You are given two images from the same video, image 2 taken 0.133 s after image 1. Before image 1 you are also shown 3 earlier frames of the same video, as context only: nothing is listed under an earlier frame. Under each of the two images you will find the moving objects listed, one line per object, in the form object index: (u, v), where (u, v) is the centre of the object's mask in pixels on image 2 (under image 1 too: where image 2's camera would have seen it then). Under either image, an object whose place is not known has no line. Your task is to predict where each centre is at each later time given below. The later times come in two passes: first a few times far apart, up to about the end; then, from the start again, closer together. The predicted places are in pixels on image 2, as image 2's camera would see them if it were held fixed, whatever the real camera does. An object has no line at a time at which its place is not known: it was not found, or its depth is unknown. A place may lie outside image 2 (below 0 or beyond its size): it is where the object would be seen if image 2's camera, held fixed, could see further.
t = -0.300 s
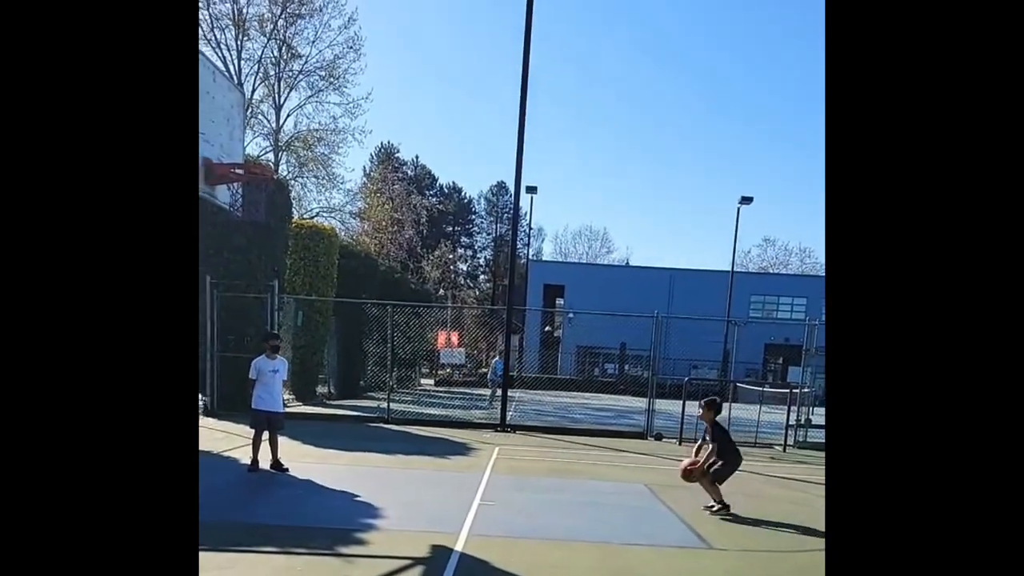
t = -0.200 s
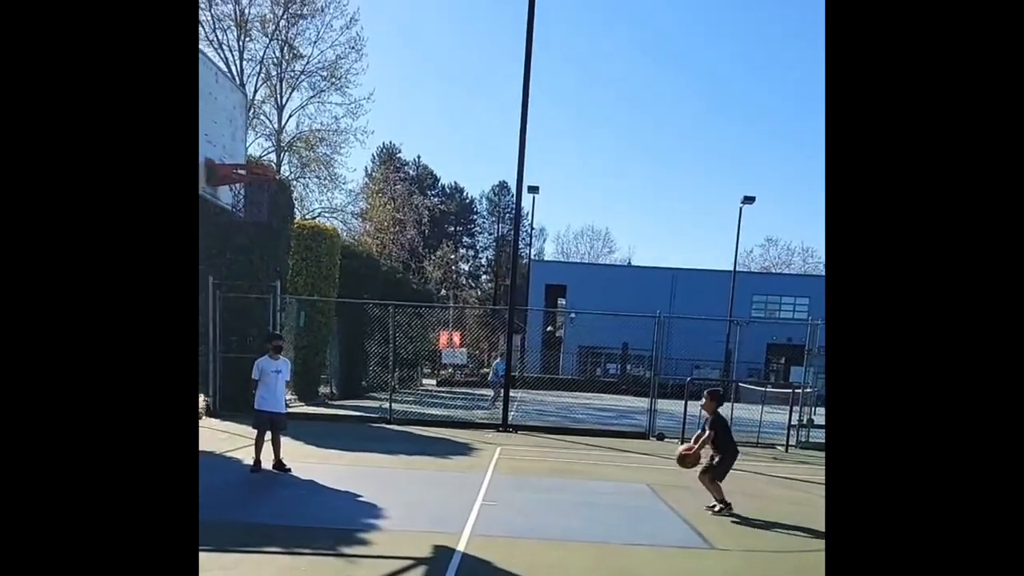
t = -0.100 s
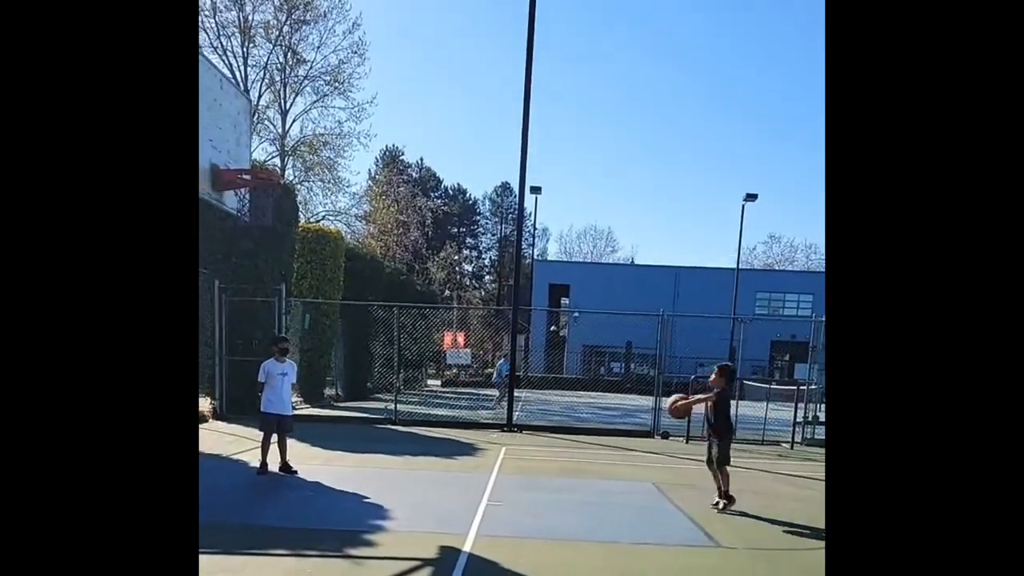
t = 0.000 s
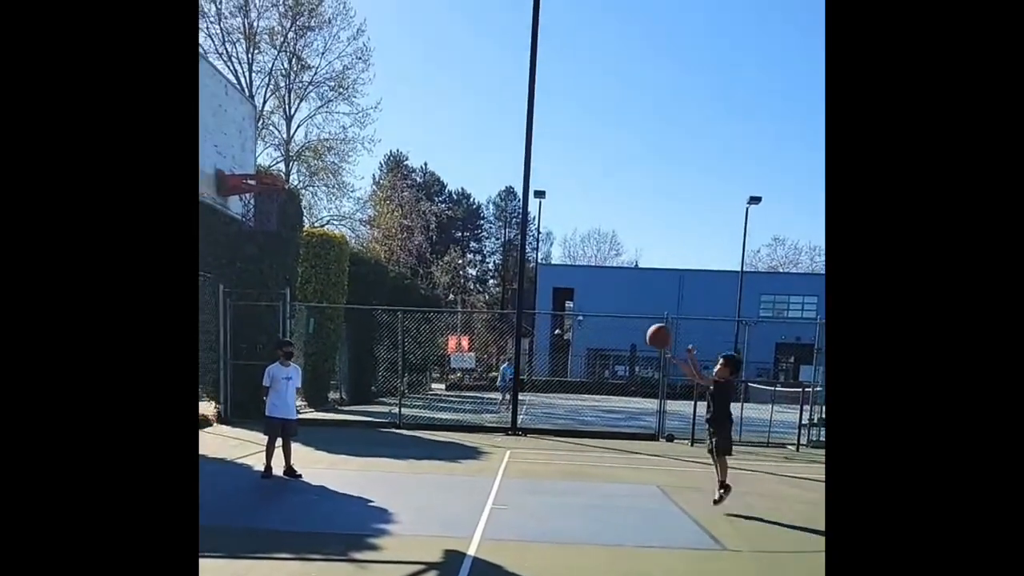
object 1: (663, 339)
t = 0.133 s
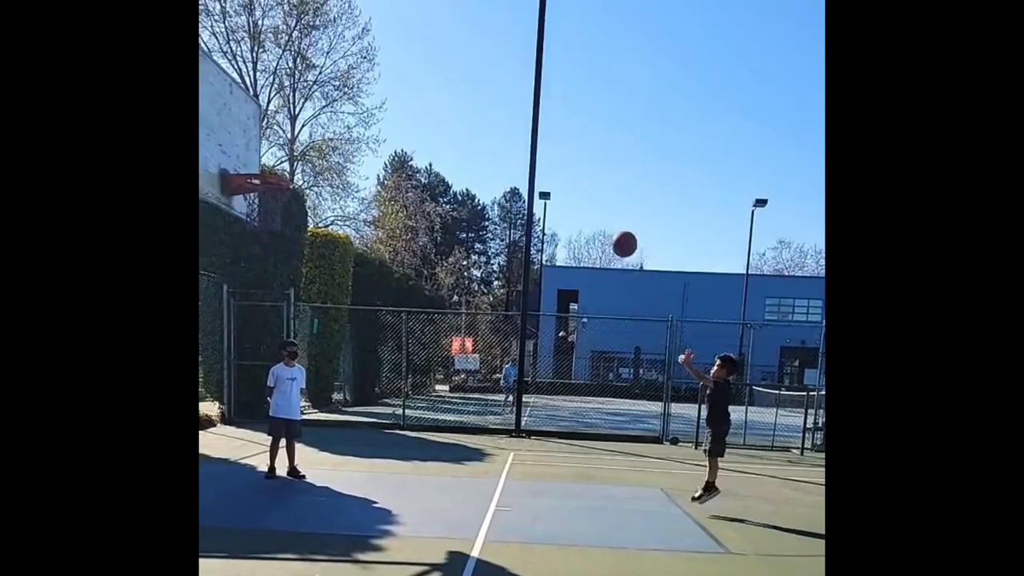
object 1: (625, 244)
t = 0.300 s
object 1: (573, 151)
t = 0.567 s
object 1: (487, 67)
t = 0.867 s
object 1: (387, 67)
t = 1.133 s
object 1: (298, 149)
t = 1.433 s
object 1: (275, 209)
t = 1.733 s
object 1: (271, 304)
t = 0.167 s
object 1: (614, 223)
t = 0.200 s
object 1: (604, 203)
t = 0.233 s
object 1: (594, 184)
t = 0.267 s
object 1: (584, 167)
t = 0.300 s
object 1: (573, 151)
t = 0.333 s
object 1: (563, 136)
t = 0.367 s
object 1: (552, 123)
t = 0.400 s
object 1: (541, 110)
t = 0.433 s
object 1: (531, 99)
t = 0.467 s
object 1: (520, 89)
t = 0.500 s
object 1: (509, 80)
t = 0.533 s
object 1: (498, 72)
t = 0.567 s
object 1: (487, 67)
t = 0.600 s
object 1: (476, 62)
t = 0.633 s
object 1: (465, 58)
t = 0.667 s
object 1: (453, 56)
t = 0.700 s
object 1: (442, 55)
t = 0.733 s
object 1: (431, 55)
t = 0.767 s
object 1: (420, 56)
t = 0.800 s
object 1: (409, 58)
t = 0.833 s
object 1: (398, 62)
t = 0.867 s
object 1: (387, 67)
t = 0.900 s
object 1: (376, 73)
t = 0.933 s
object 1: (364, 81)
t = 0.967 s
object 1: (354, 90)
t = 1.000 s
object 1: (342, 99)
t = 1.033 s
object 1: (331, 110)
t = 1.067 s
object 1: (320, 121)
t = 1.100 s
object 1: (309, 134)
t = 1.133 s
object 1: (298, 149)
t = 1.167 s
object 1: (287, 164)
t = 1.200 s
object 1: (275, 169)
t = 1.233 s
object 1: (274, 170)
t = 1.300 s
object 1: (266, 170)
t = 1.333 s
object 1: (275, 192)
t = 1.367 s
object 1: (279, 195)
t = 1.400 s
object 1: (276, 201)
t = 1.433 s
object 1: (275, 209)
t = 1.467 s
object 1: (274, 217)
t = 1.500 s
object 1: (274, 226)
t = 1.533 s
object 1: (274, 235)
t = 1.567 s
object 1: (273, 245)
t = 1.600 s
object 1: (274, 256)
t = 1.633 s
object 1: (273, 267)
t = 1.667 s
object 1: (273, 279)
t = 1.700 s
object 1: (272, 291)
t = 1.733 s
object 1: (271, 304)
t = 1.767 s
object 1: (271, 317)
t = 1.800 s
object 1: (270, 331)
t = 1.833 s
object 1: (266, 345)
